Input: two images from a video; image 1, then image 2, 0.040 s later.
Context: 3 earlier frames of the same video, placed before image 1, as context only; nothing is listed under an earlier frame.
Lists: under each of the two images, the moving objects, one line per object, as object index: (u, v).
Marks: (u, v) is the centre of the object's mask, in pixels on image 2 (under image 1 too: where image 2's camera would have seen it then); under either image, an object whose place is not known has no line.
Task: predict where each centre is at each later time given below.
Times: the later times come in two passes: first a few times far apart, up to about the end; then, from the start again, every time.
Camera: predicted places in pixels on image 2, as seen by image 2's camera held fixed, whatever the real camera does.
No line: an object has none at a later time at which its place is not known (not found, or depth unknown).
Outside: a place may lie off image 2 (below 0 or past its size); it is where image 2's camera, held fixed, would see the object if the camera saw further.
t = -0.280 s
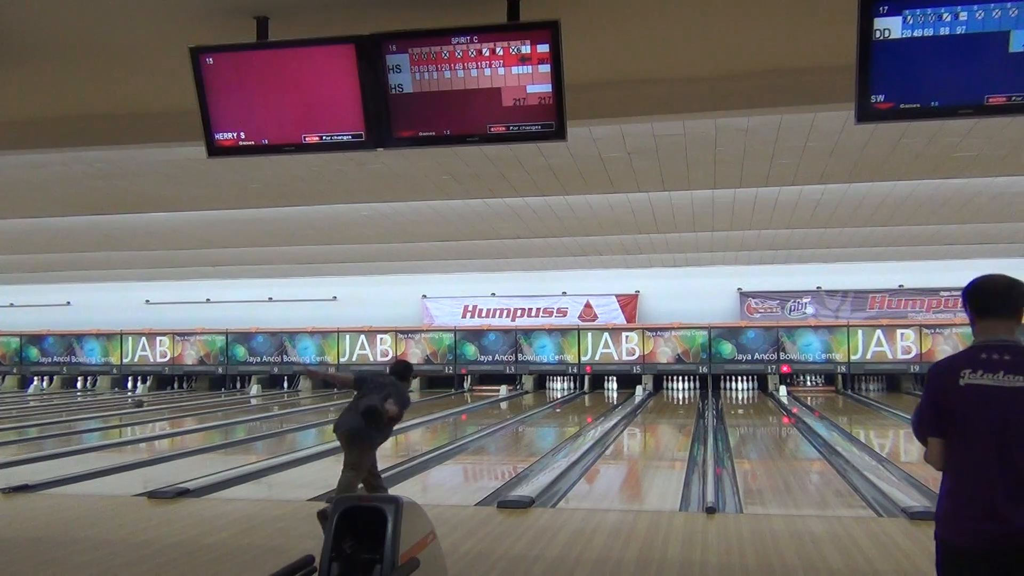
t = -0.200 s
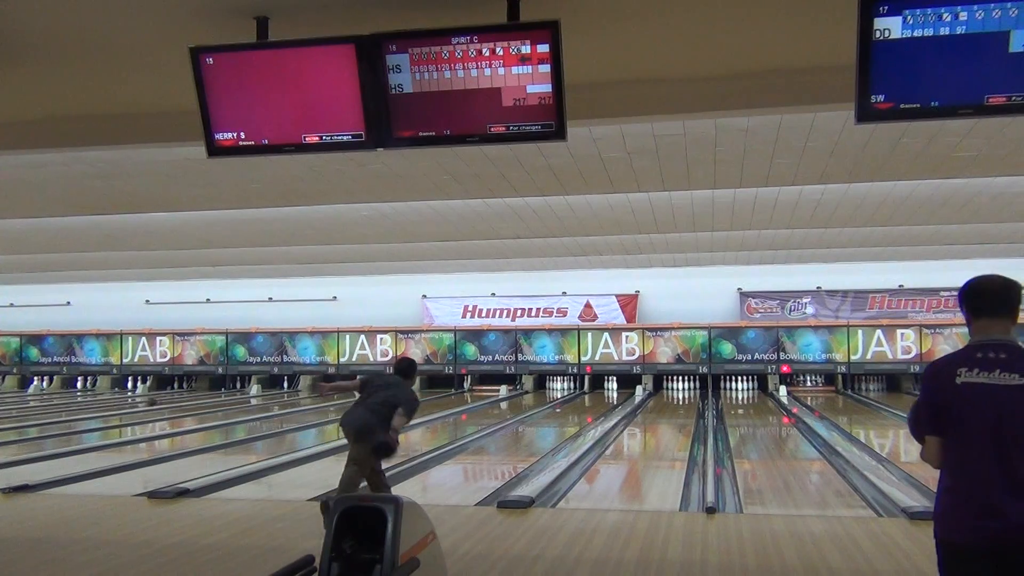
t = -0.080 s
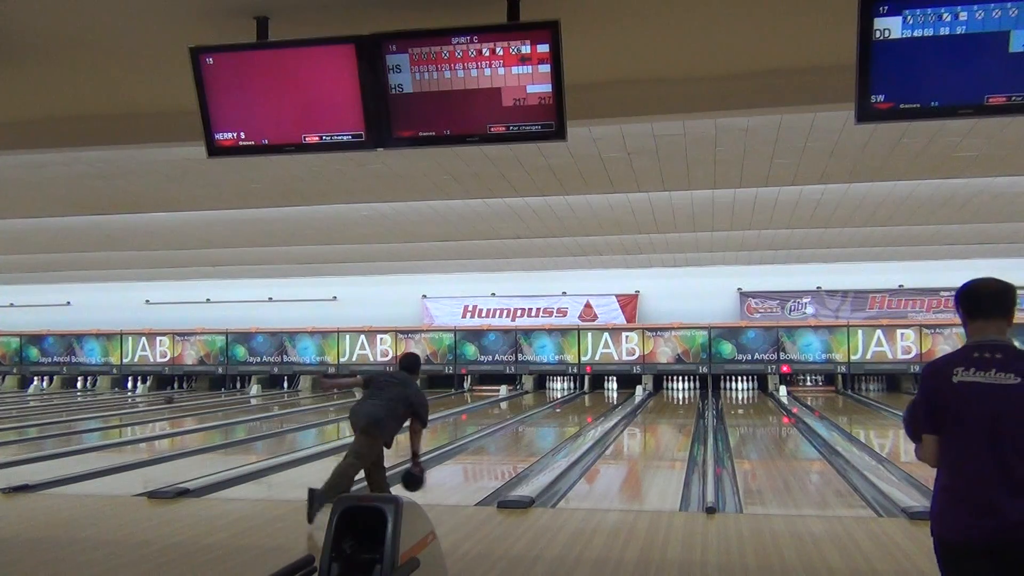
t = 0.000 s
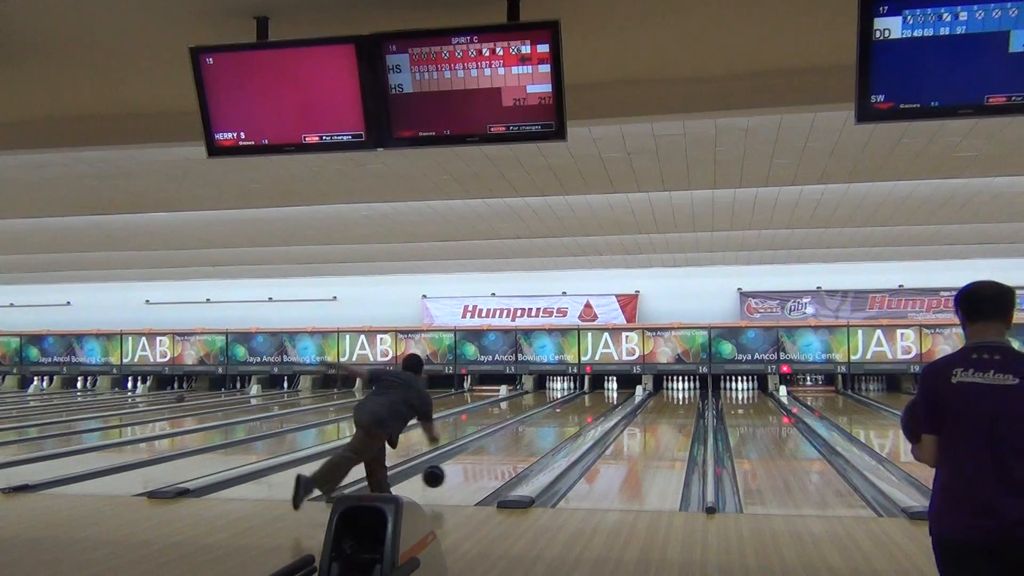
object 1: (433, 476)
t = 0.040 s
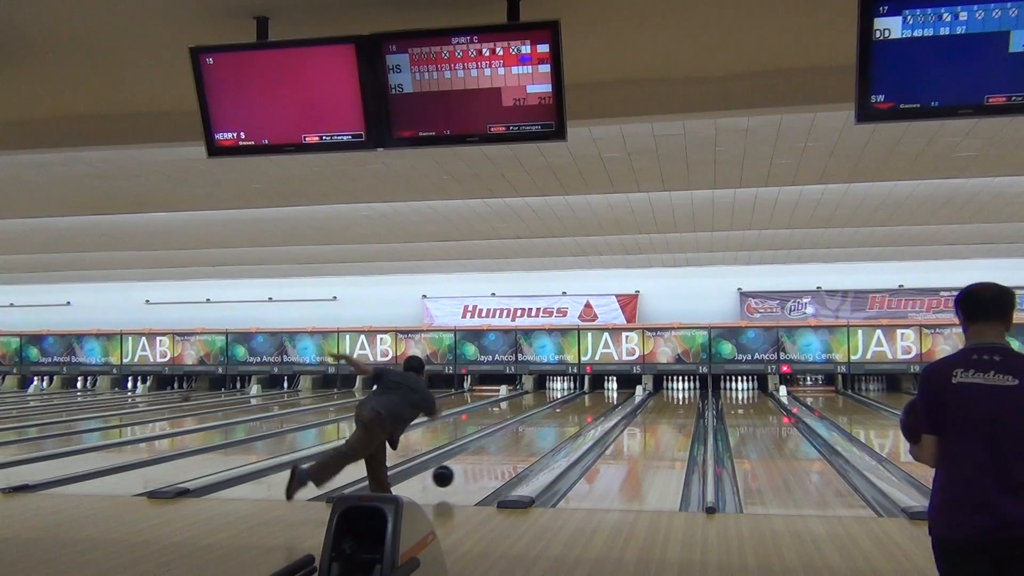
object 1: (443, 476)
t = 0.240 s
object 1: (481, 461)
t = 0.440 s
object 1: (509, 446)
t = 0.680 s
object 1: (535, 431)
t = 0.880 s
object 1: (552, 422)
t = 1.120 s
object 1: (568, 413)
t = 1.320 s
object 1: (578, 408)
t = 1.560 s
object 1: (589, 401)
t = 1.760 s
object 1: (596, 397)
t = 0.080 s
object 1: (451, 477)
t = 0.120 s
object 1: (460, 472)
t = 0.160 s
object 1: (467, 467)
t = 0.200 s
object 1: (474, 464)
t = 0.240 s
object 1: (481, 461)
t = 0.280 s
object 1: (487, 457)
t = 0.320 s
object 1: (493, 455)
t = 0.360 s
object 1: (499, 452)
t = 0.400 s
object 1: (504, 449)
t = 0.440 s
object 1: (509, 446)
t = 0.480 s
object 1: (514, 443)
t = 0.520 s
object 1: (519, 440)
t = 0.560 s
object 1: (523, 438)
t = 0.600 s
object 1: (527, 436)
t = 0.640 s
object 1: (532, 433)
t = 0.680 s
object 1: (535, 431)
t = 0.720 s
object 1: (539, 429)
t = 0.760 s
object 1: (543, 427)
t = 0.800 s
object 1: (546, 426)
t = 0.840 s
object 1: (549, 424)
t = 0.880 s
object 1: (552, 422)
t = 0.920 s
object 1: (555, 421)
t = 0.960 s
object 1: (558, 419)
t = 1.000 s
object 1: (560, 417)
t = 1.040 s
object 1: (563, 416)
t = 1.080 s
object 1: (566, 414)
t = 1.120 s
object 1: (568, 413)
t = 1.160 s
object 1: (570, 412)
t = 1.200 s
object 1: (572, 411)
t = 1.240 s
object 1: (574, 410)
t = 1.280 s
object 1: (577, 409)
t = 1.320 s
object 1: (578, 408)
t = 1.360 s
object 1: (581, 406)
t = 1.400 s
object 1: (582, 405)
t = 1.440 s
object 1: (584, 404)
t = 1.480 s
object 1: (586, 403)
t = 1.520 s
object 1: (588, 402)
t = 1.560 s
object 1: (589, 401)
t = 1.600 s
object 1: (591, 400)
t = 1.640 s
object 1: (593, 399)
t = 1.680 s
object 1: (594, 399)
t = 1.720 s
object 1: (595, 398)
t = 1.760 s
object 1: (596, 397)
